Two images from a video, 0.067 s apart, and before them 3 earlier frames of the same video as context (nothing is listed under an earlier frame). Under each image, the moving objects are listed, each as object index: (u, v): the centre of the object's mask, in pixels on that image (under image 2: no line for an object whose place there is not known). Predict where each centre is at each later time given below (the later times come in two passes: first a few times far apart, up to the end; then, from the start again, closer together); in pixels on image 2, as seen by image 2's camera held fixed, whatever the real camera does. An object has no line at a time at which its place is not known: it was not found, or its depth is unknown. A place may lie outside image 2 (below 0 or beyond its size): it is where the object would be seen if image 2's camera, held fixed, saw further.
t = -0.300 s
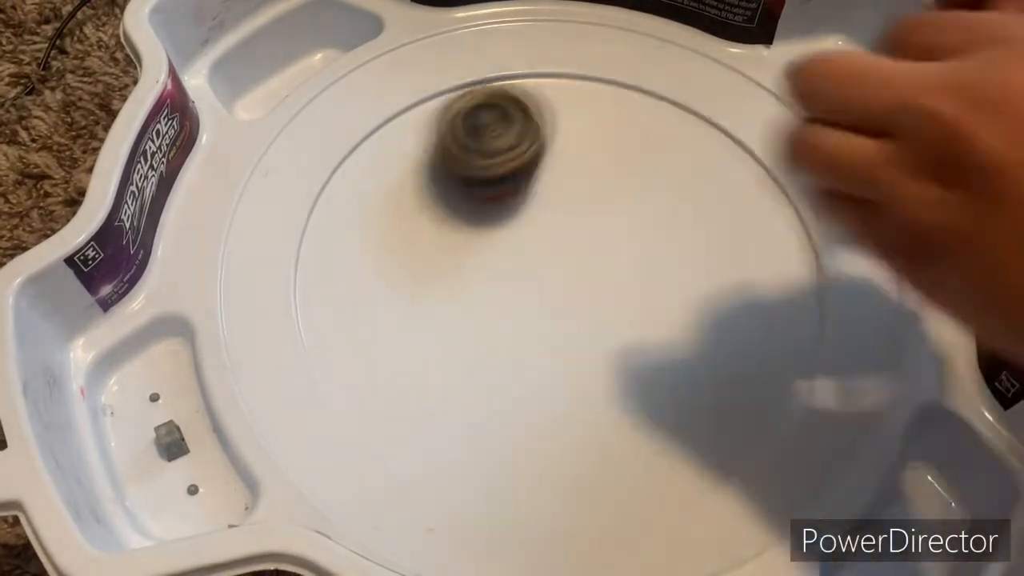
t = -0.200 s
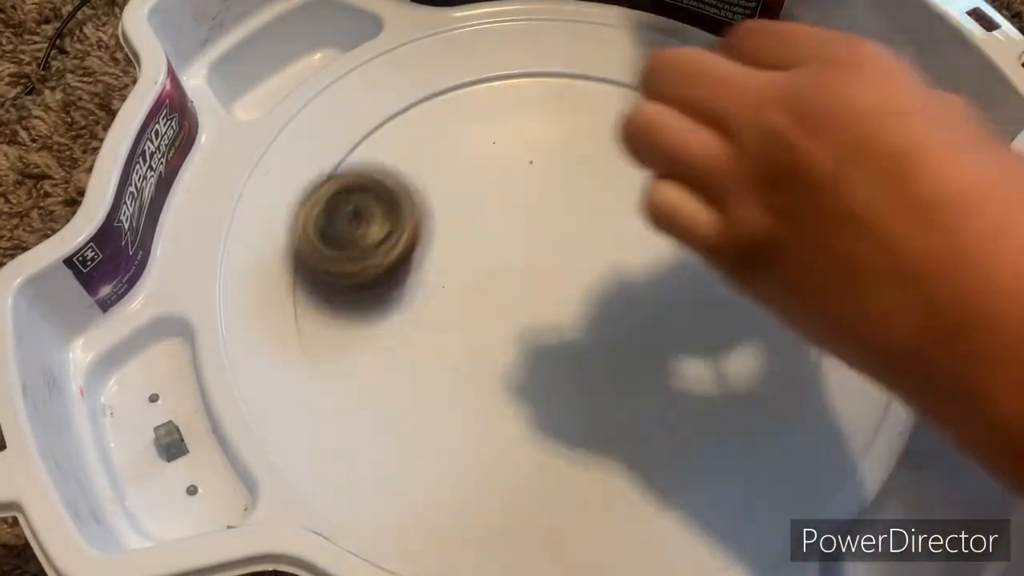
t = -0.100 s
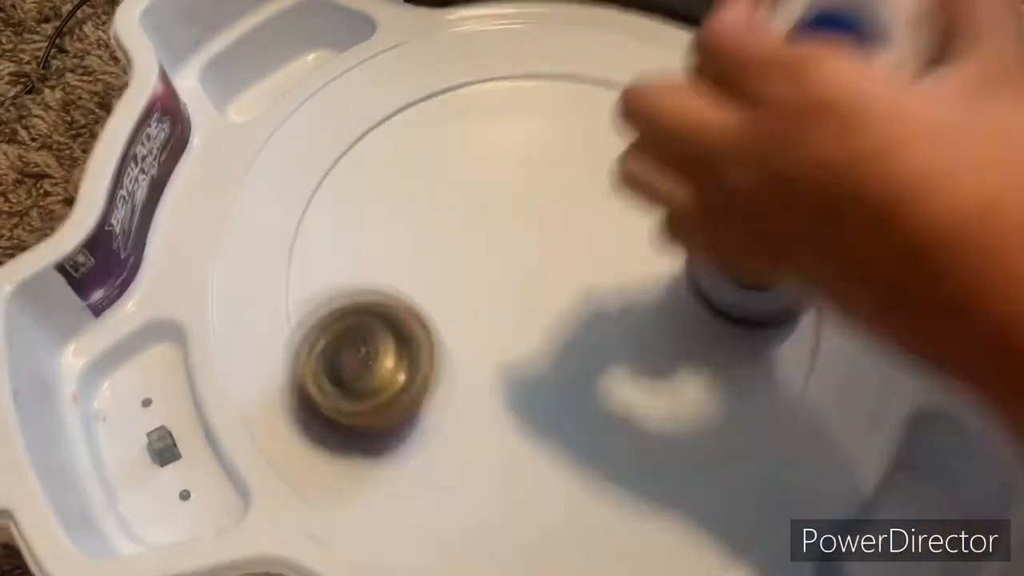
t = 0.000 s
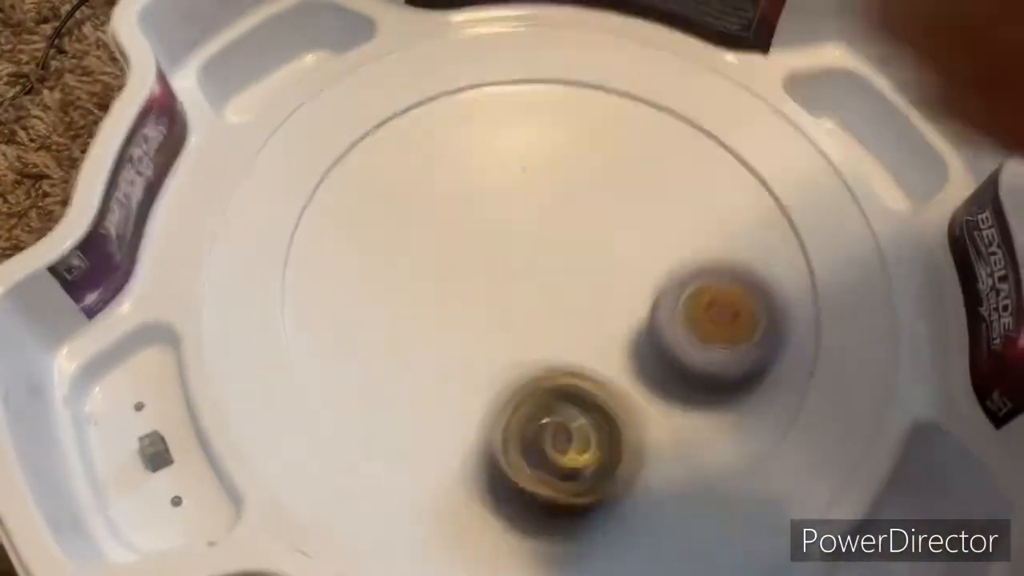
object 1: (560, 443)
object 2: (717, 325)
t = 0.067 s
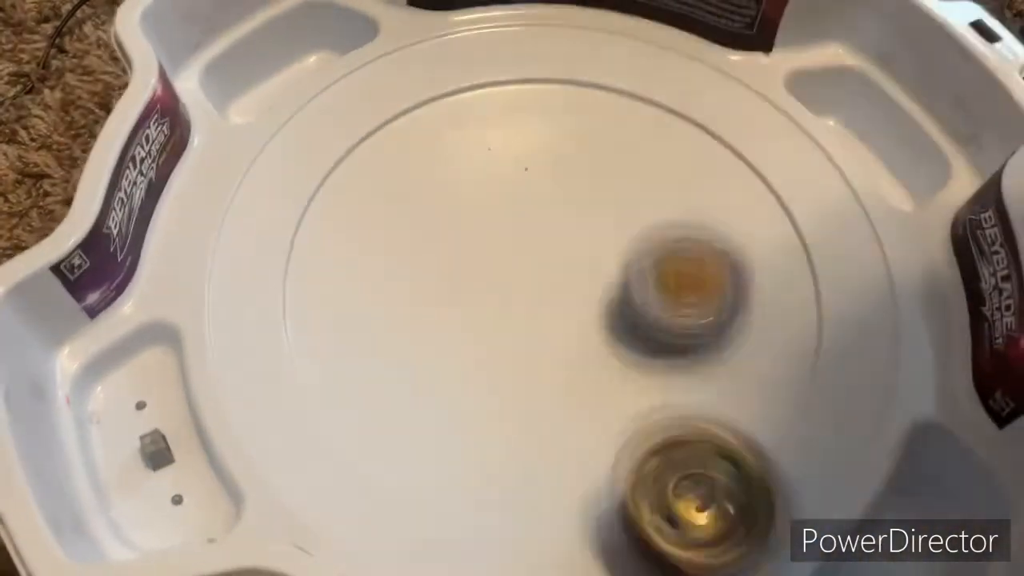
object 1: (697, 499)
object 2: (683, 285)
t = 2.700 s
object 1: (347, 408)
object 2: (622, 195)
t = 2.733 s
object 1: (354, 400)
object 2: (604, 207)
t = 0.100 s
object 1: (748, 496)
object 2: (669, 207)
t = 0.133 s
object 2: (652, 123)
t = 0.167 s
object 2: (632, 66)
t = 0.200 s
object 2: (610, 36)
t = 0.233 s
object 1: (882, 369)
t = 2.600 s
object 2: (675, 153)
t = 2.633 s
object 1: (339, 418)
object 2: (658, 168)
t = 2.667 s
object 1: (344, 413)
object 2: (641, 180)
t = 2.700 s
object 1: (347, 408)
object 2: (622, 195)
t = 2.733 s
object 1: (354, 400)
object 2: (604, 207)
